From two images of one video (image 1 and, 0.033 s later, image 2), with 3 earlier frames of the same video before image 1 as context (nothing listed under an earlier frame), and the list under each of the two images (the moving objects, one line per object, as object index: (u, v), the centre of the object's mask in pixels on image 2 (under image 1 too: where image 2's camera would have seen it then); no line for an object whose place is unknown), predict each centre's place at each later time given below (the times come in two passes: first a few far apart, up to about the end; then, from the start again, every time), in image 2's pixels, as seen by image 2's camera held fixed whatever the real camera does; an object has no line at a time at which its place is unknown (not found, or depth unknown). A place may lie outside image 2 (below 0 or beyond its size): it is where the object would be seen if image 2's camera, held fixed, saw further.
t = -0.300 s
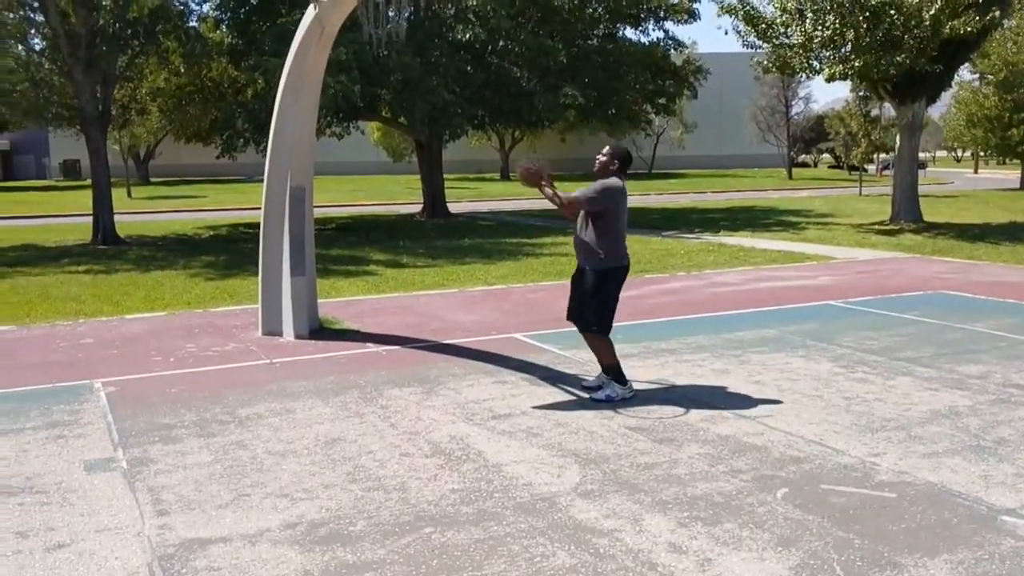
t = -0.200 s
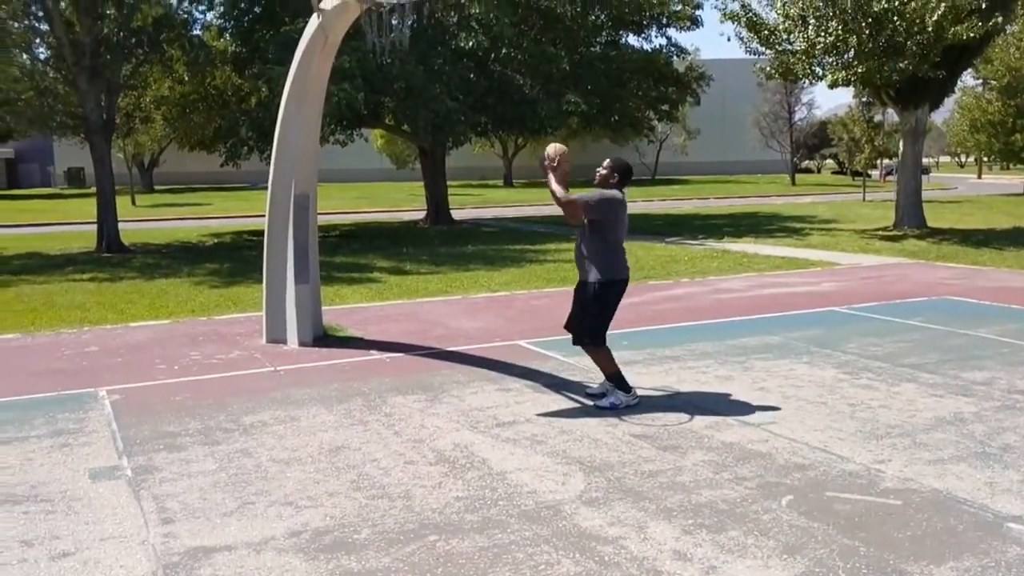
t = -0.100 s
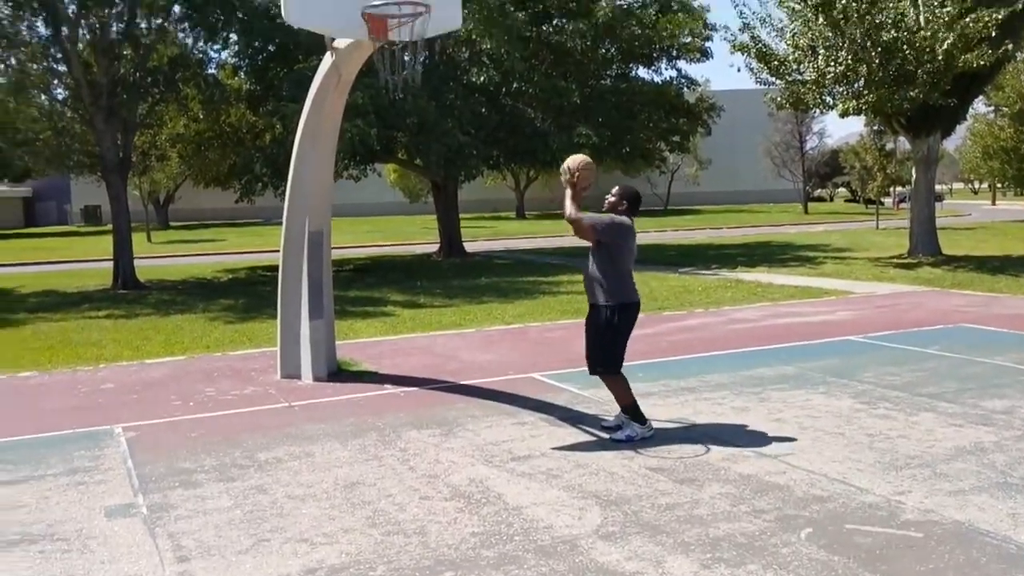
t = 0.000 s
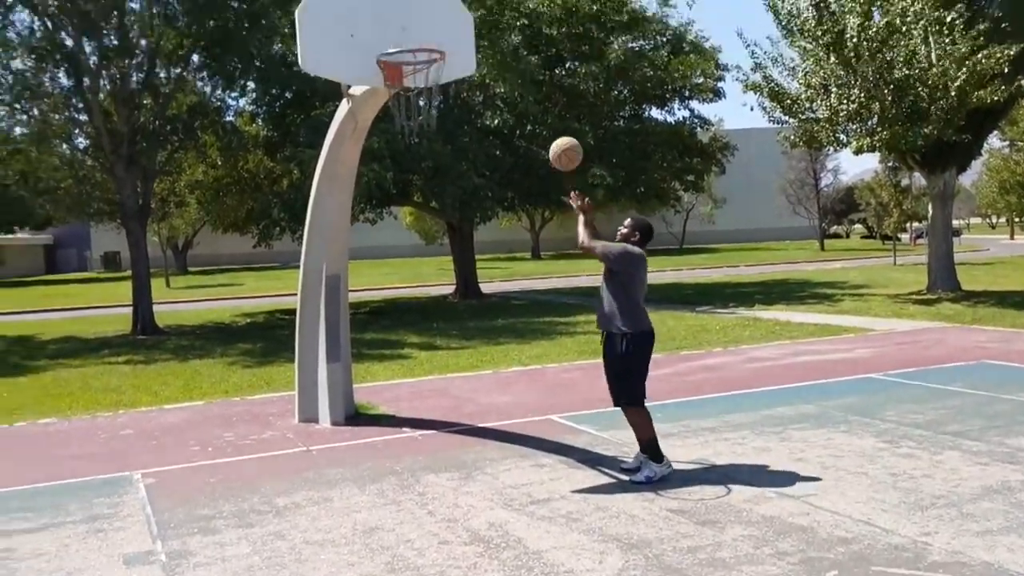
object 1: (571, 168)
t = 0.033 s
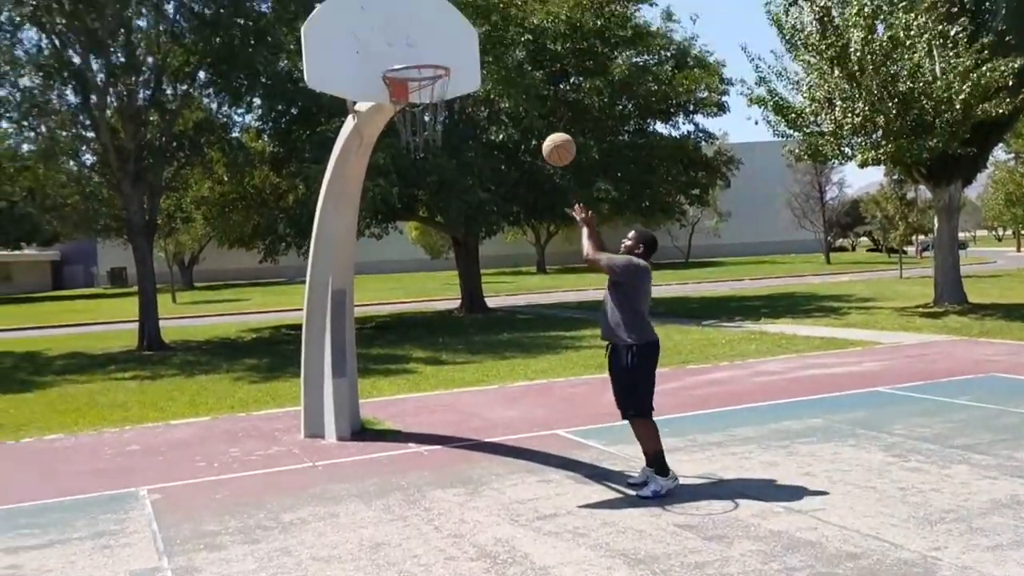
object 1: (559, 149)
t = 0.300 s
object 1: (470, 53)
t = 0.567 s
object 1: (435, 58)
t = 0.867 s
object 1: (412, 118)
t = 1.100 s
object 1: (413, 152)
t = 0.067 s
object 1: (547, 132)
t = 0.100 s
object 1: (536, 116)
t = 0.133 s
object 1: (524, 101)
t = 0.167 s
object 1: (513, 89)
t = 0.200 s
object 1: (502, 78)
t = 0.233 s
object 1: (492, 68)
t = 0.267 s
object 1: (480, 60)
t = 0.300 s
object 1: (470, 53)
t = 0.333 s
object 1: (459, 48)
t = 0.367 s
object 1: (450, 45)
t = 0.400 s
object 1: (446, 43)
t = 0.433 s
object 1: (443, 43)
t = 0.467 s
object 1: (441, 44)
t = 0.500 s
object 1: (439, 47)
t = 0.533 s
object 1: (437, 51)
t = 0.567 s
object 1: (435, 58)
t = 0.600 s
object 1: (432, 62)
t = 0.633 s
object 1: (428, 65)
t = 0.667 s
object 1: (423, 70)
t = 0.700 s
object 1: (418, 77)
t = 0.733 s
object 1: (416, 84)
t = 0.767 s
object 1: (415, 89)
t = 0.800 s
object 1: (413, 98)
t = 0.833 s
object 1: (412, 108)
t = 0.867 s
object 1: (412, 118)
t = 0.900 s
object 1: (411, 124)
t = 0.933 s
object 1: (410, 127)
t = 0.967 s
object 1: (411, 130)
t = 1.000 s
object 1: (411, 133)
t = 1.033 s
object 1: (411, 138)
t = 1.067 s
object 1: (412, 144)
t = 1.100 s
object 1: (413, 152)
